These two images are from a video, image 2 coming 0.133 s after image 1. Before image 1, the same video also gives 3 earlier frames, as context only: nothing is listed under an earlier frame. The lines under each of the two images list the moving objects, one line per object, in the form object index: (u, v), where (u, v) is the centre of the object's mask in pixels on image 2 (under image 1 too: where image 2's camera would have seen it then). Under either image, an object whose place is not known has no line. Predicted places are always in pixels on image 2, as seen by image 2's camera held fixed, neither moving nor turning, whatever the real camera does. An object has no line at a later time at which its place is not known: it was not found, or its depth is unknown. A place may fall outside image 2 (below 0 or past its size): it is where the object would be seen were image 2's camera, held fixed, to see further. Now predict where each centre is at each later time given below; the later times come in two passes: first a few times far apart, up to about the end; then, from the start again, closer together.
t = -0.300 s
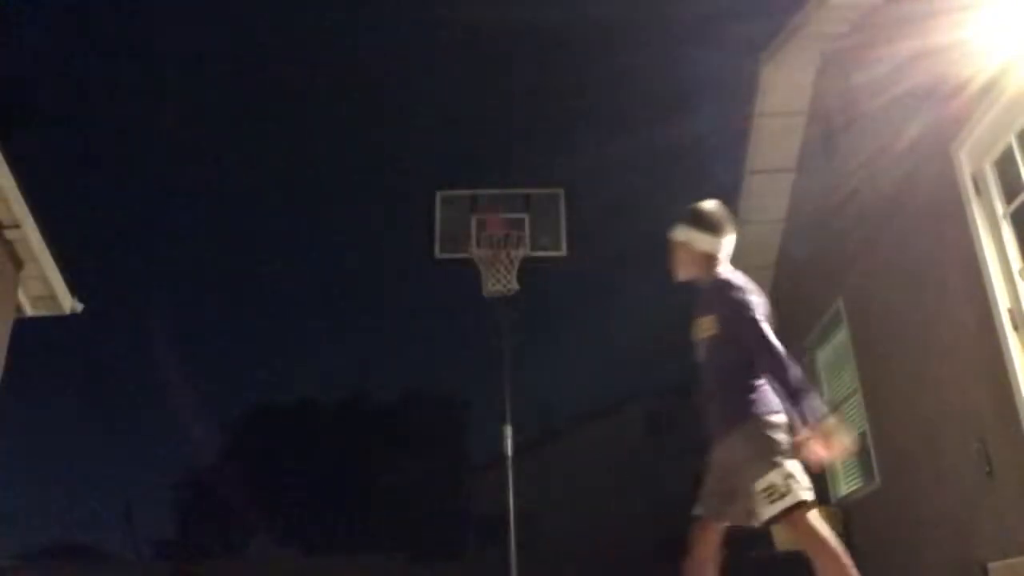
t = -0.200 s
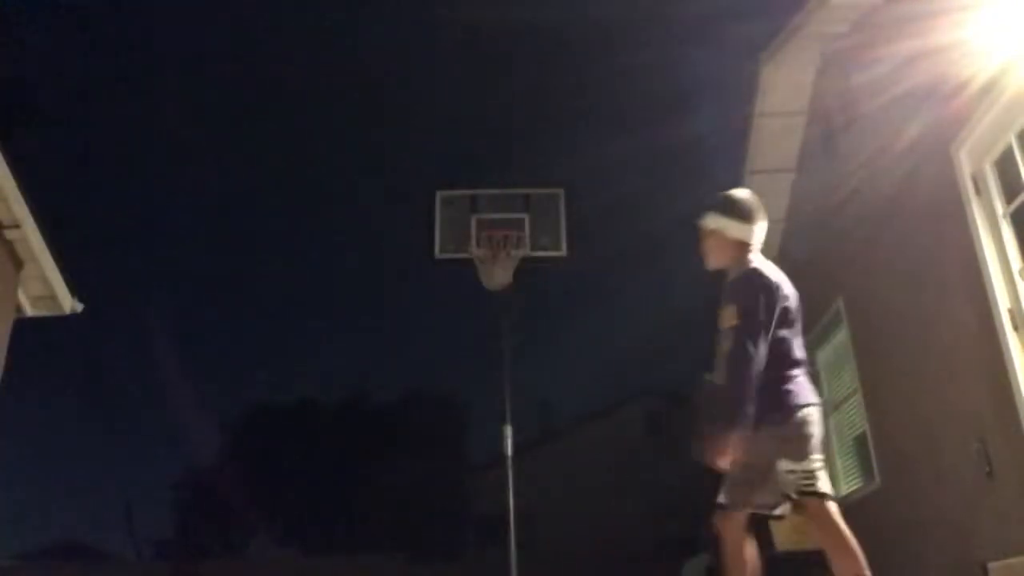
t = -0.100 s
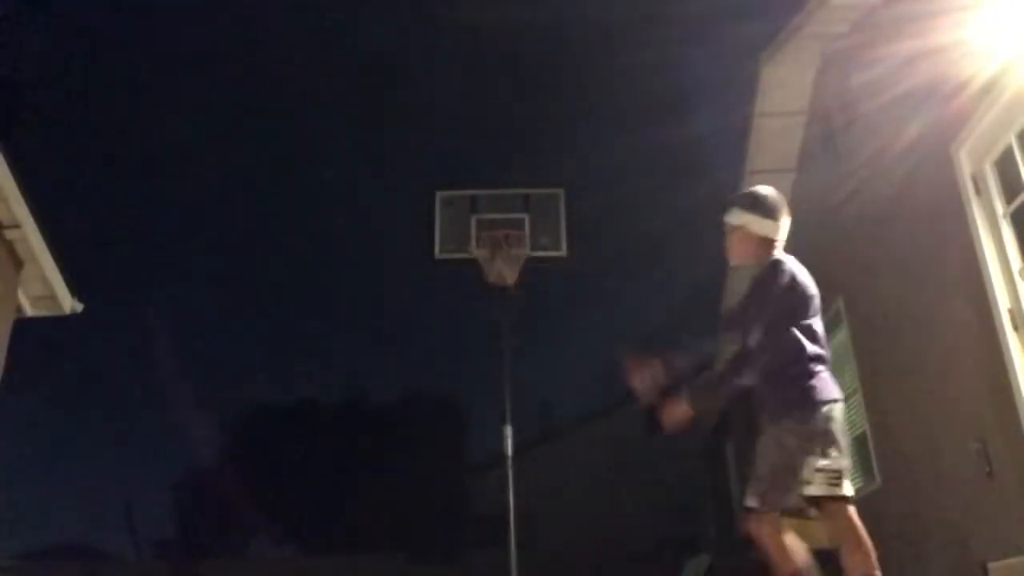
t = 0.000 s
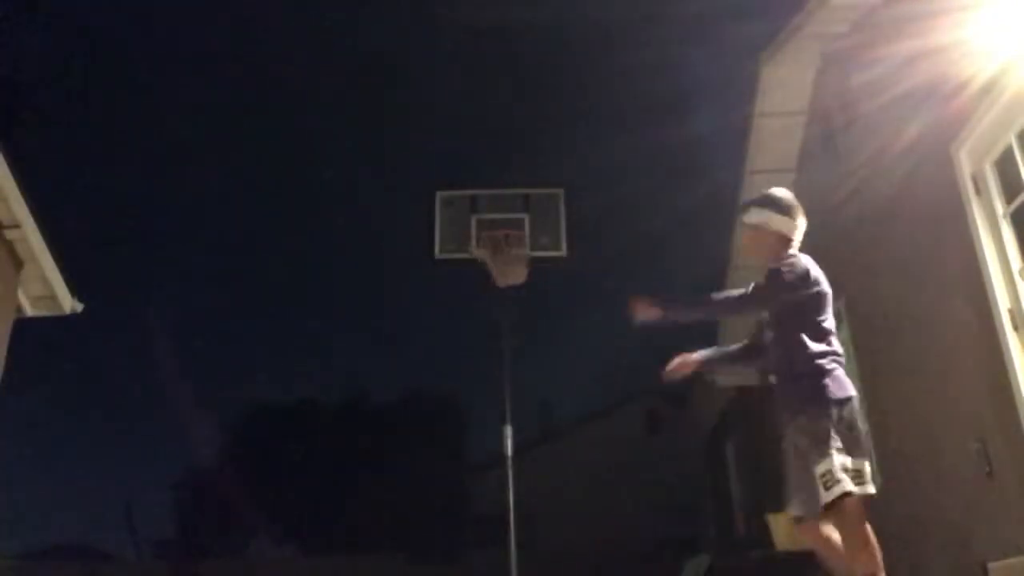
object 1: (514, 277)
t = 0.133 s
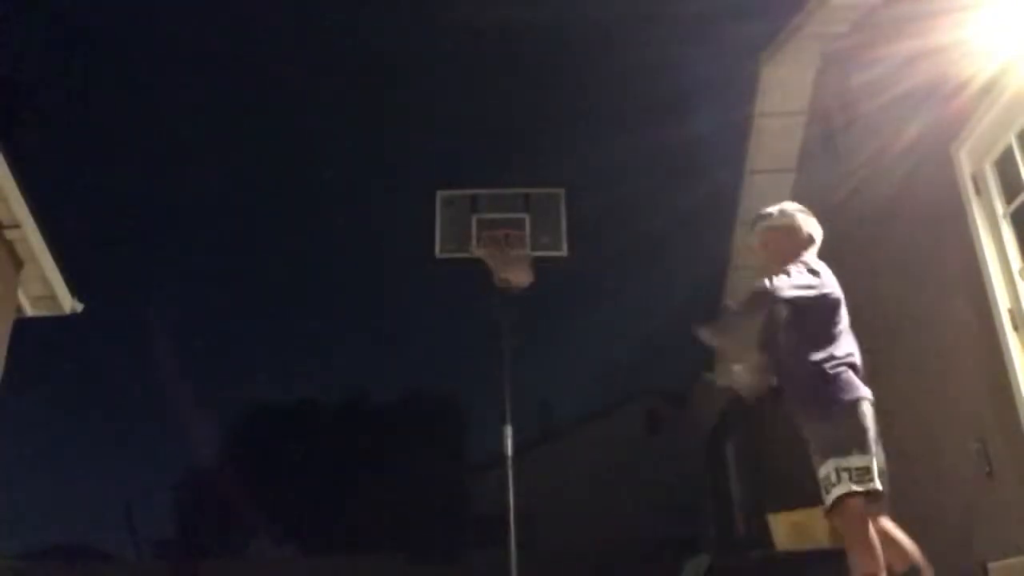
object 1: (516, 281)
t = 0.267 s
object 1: (509, 288)
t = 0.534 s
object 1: (489, 365)
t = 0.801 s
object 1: (469, 553)
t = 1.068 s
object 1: (439, 502)
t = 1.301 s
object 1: (414, 418)
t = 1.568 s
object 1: (386, 423)
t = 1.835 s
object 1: (354, 534)
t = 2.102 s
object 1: (321, 565)
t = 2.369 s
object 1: (292, 500)
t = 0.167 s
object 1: (514, 282)
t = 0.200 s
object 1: (514, 283)
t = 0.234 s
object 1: (512, 285)
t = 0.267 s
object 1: (509, 288)
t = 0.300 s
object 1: (507, 292)
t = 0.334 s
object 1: (505, 296)
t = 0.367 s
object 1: (502, 306)
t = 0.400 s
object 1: (500, 314)
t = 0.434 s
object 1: (497, 324)
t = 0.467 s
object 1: (494, 336)
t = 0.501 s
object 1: (492, 350)
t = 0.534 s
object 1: (489, 365)
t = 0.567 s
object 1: (487, 382)
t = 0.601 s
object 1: (485, 401)
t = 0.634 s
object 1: (482, 423)
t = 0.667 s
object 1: (480, 446)
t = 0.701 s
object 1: (478, 471)
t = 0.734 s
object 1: (475, 498)
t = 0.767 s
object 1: (472, 527)
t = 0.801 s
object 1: (469, 553)
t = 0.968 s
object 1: (450, 558)
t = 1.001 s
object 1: (447, 543)
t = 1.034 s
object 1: (443, 522)
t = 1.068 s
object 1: (439, 502)
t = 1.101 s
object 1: (435, 485)
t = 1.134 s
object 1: (431, 469)
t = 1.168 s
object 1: (428, 455)
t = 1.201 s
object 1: (425, 443)
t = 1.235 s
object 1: (421, 433)
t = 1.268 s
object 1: (418, 424)
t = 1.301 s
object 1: (414, 418)
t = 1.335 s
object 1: (410, 413)
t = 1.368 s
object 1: (406, 409)
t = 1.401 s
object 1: (403, 408)
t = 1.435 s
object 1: (399, 408)
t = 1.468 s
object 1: (396, 409)
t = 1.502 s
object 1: (392, 412)
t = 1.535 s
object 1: (389, 416)
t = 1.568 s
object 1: (386, 423)
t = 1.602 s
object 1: (381, 430)
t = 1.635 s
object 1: (378, 440)
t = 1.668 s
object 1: (375, 450)
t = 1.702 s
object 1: (371, 464)
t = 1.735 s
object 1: (366, 479)
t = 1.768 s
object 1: (362, 495)
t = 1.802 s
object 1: (358, 514)
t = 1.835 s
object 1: (354, 534)
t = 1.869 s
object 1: (350, 552)
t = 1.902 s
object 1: (347, 564)
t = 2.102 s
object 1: (321, 565)
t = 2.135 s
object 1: (318, 557)
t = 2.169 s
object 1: (314, 546)
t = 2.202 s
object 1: (311, 534)
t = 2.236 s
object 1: (306, 524)
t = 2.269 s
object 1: (303, 515)
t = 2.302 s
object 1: (299, 508)
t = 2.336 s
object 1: (295, 503)
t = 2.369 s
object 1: (292, 500)
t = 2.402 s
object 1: (287, 499)
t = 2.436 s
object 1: (283, 499)
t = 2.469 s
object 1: (278, 501)
